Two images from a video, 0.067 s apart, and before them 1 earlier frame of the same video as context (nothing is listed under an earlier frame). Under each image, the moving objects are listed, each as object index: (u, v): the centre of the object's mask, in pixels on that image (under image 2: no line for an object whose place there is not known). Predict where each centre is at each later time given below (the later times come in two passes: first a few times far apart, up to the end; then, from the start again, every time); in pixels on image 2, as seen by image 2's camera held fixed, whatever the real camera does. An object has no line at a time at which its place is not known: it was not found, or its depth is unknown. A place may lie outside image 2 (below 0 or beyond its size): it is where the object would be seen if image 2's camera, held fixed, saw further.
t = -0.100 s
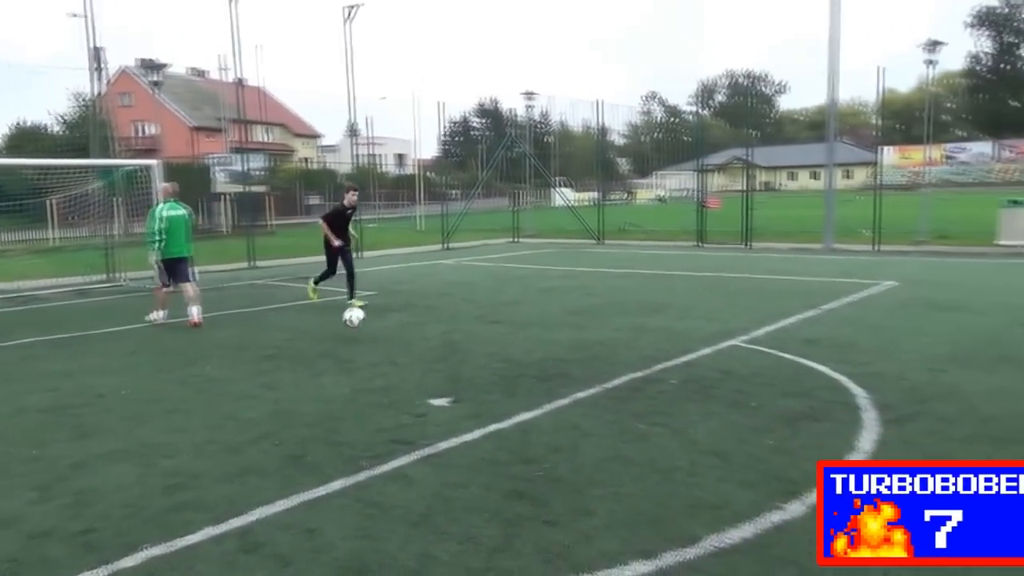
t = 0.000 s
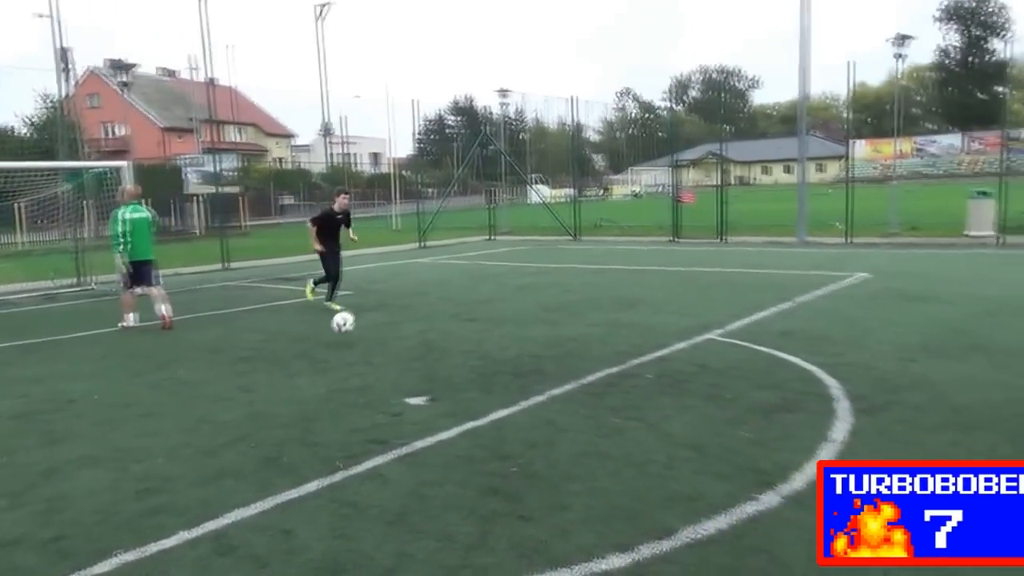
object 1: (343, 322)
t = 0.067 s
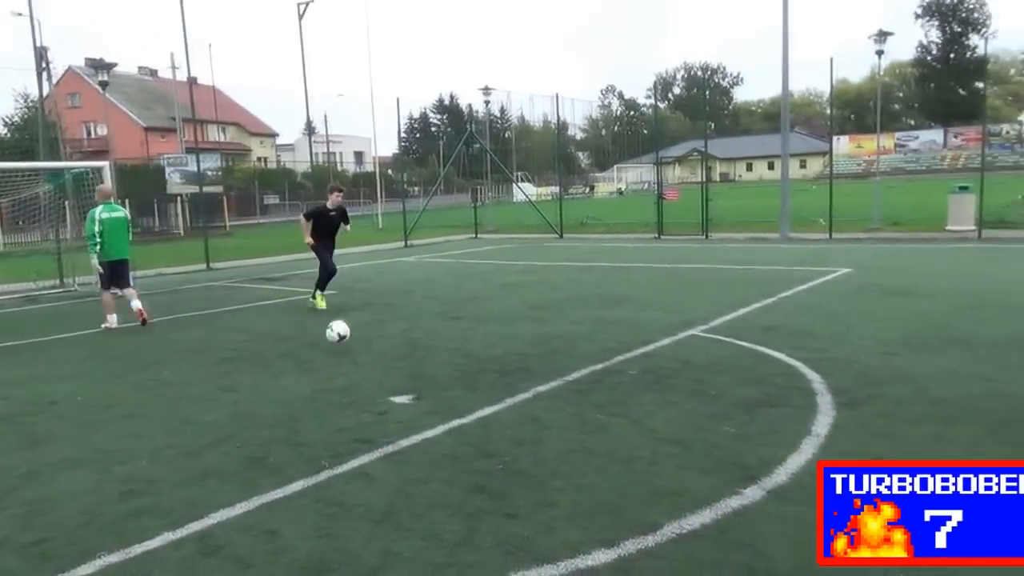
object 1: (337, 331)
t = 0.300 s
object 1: (368, 349)
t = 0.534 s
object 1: (398, 373)
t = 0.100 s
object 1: (344, 338)
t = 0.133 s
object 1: (348, 346)
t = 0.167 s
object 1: (353, 345)
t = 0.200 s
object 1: (357, 344)
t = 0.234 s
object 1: (360, 344)
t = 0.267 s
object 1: (364, 346)
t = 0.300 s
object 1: (368, 349)
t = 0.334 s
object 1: (372, 352)
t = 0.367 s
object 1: (377, 358)
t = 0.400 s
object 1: (383, 365)
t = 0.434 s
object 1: (387, 373)
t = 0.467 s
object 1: (391, 372)
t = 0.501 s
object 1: (395, 371)
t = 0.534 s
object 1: (398, 373)
